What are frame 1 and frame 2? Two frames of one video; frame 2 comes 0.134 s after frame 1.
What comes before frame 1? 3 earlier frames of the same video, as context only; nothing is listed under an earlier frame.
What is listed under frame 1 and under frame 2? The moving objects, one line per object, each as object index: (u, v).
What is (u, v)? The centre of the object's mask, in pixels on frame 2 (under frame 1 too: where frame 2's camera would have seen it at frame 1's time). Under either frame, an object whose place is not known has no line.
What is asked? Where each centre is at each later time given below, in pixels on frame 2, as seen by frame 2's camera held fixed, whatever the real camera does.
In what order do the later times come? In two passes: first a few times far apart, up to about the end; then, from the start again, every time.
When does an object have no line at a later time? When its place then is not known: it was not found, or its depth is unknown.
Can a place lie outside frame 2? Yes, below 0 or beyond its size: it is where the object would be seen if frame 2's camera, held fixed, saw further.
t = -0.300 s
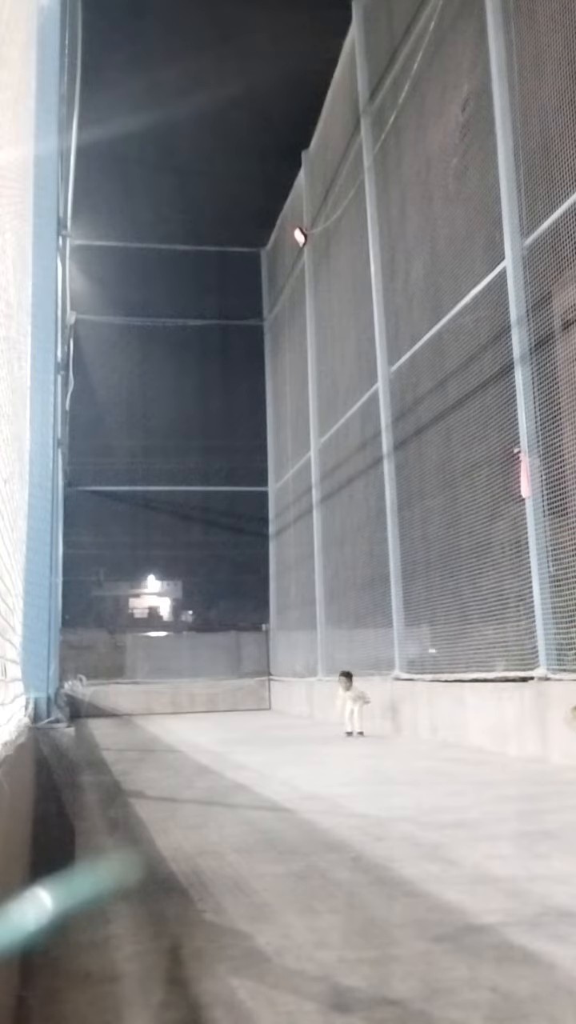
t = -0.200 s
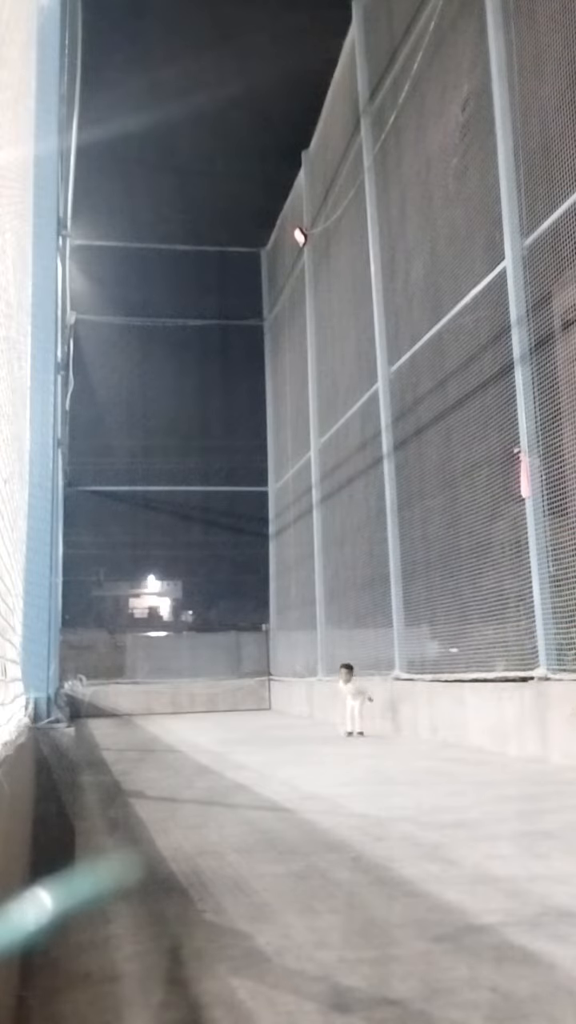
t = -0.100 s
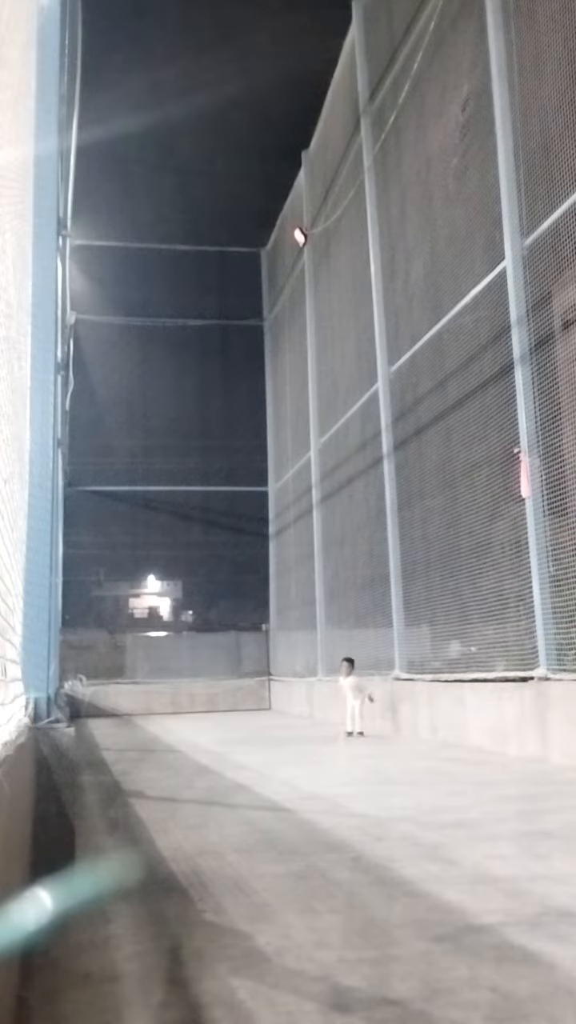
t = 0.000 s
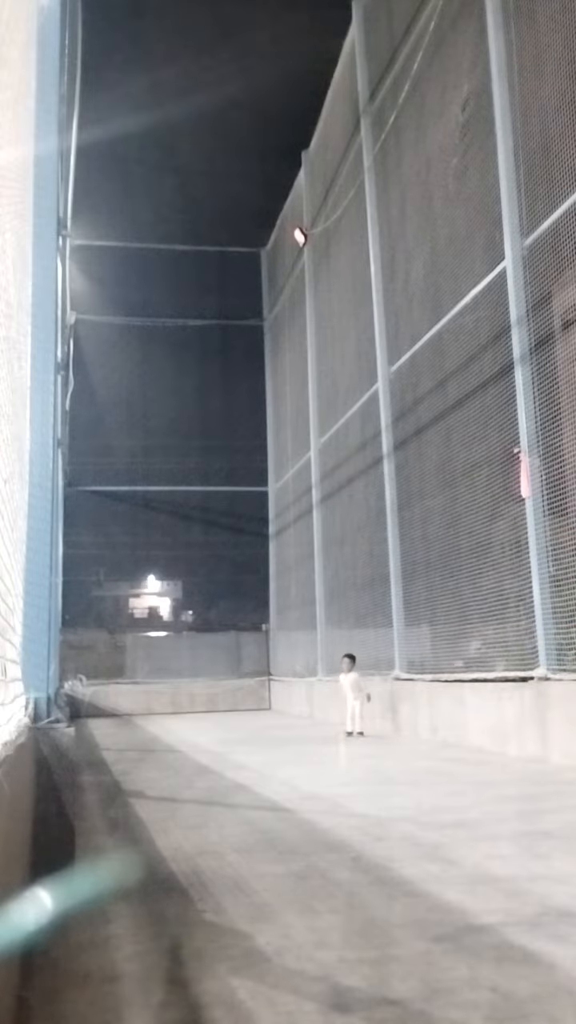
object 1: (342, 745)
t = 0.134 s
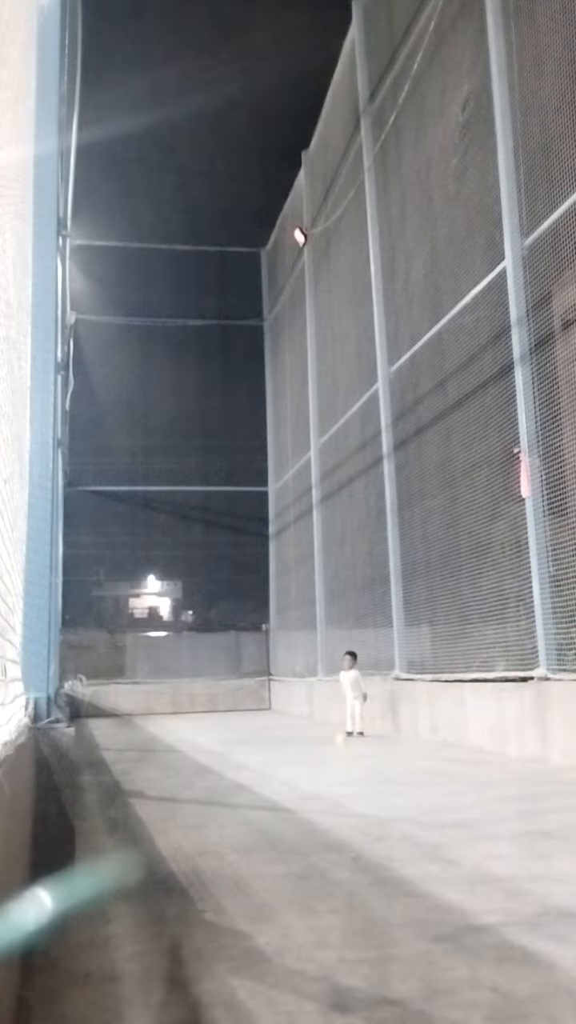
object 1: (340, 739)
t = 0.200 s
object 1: (339, 741)
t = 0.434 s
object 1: (338, 780)
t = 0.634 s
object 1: (337, 783)
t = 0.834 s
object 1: (336, 801)
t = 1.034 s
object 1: (334, 831)
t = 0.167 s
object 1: (339, 739)
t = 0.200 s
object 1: (339, 741)
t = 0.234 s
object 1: (339, 744)
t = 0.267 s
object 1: (337, 754)
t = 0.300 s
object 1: (336, 765)
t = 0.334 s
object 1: (337, 775)
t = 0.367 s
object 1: (337, 781)
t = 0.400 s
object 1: (338, 779)
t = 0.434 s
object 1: (338, 780)
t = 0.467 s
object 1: (338, 777)
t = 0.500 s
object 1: (338, 776)
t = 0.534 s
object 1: (338, 776)
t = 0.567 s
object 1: (338, 775)
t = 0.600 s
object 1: (338, 780)
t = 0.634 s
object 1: (337, 783)
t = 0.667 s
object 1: (336, 789)
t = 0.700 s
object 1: (337, 805)
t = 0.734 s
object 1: (337, 805)
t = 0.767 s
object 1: (337, 802)
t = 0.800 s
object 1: (336, 801)
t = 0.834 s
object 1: (336, 801)
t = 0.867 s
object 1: (336, 801)
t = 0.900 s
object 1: (335, 801)
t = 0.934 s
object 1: (335, 805)
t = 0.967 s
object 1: (335, 812)
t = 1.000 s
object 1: (335, 827)
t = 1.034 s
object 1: (334, 831)
